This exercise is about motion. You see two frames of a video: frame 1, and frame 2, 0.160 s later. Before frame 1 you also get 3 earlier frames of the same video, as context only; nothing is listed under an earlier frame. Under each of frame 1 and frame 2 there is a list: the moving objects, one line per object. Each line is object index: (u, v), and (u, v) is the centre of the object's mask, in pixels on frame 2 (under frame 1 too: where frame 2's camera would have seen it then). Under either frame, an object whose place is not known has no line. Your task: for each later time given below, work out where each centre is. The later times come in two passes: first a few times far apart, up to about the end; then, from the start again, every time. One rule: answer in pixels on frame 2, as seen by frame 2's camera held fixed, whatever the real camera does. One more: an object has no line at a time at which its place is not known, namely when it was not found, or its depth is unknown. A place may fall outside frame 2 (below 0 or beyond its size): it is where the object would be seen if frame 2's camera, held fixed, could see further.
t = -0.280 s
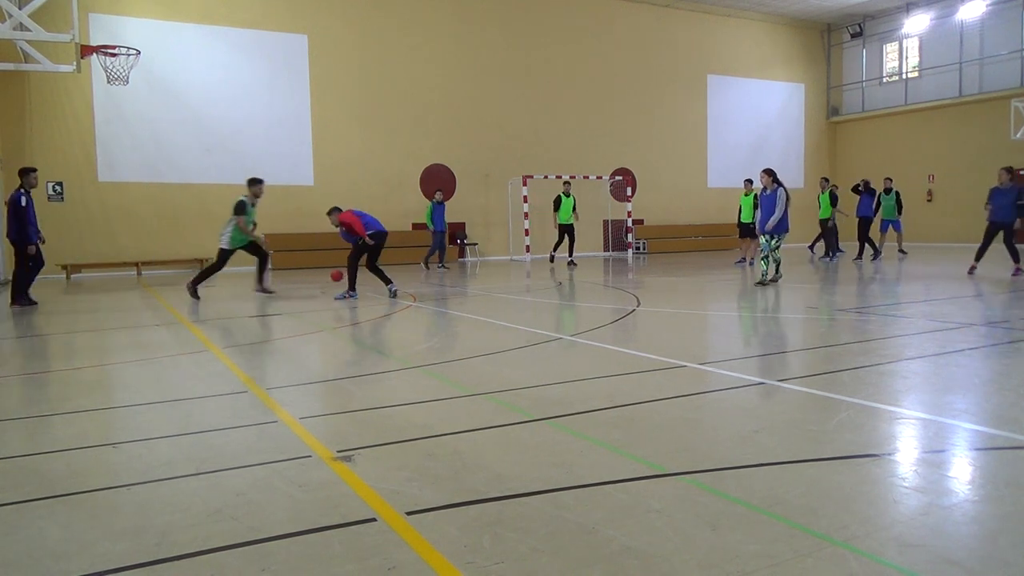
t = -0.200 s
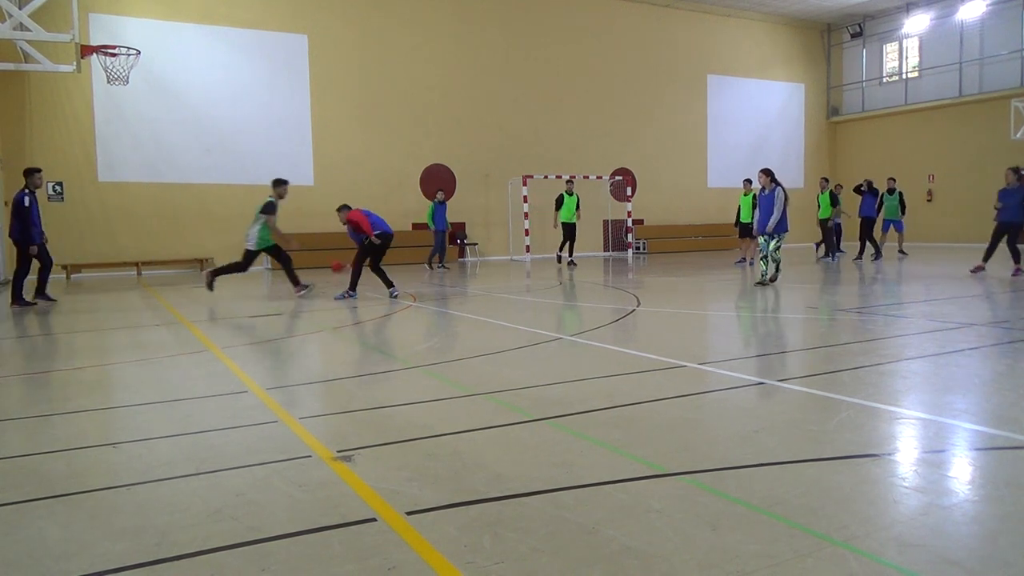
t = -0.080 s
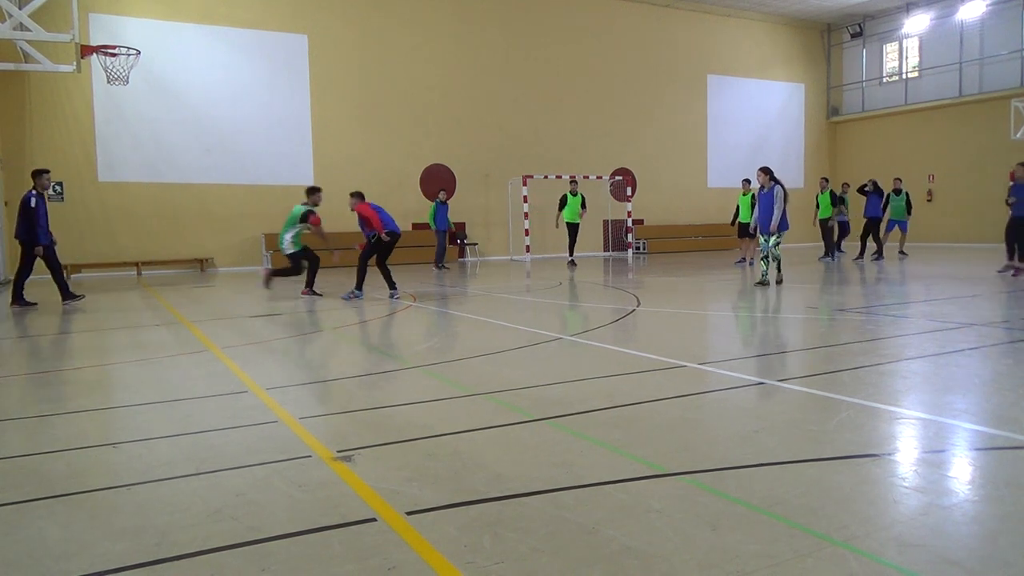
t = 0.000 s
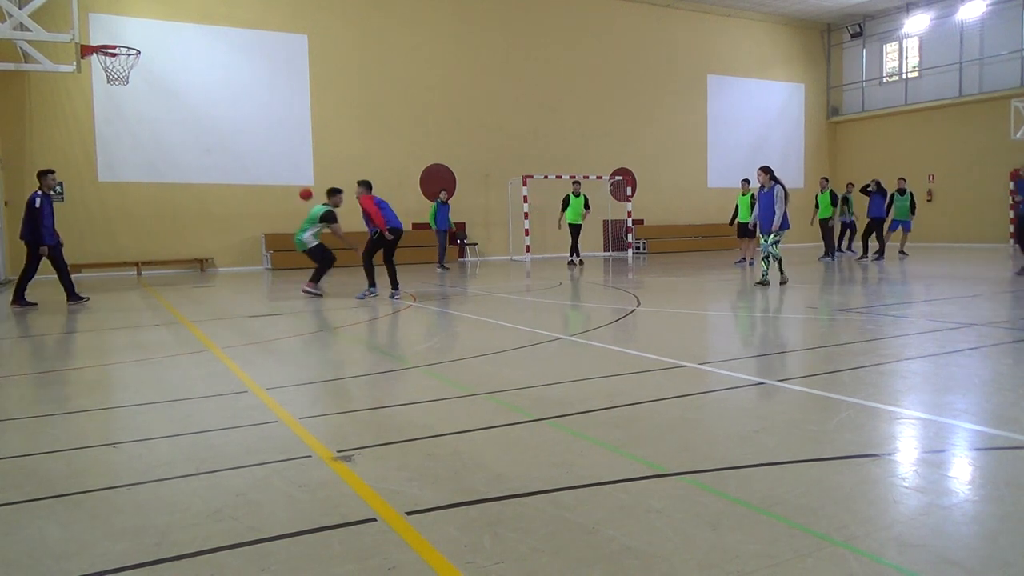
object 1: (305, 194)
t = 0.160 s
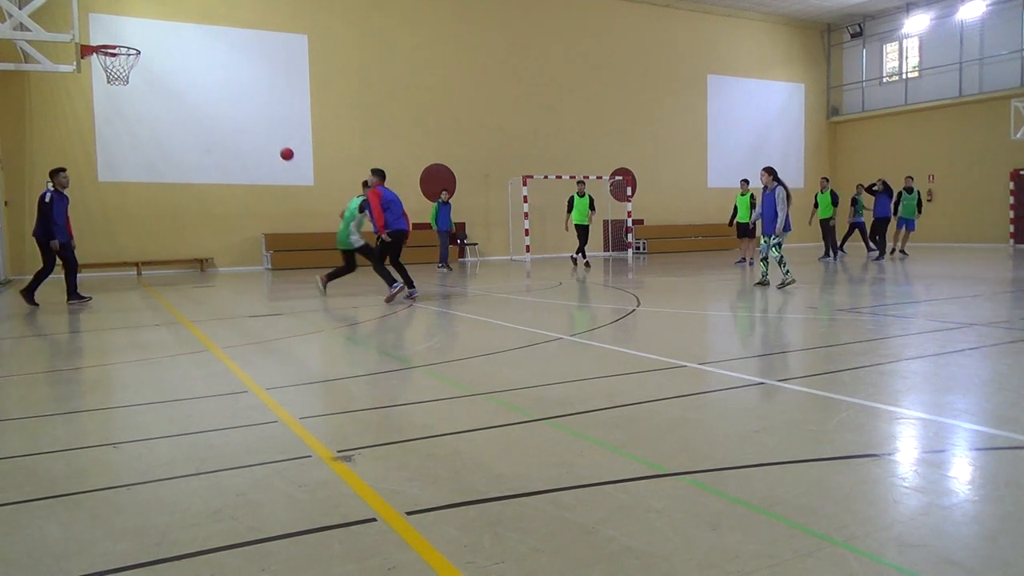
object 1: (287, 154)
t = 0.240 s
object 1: (277, 141)
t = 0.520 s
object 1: (243, 135)
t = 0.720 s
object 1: (219, 174)
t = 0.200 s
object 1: (282, 146)
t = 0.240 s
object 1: (277, 141)
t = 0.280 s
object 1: (272, 136)
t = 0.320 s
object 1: (267, 133)
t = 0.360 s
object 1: (262, 130)
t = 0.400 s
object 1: (257, 129)
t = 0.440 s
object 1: (252, 130)
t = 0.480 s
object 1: (247, 132)
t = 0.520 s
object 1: (243, 135)
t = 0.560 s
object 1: (238, 140)
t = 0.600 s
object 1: (233, 147)
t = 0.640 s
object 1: (228, 154)
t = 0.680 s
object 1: (223, 164)
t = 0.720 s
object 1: (219, 174)
